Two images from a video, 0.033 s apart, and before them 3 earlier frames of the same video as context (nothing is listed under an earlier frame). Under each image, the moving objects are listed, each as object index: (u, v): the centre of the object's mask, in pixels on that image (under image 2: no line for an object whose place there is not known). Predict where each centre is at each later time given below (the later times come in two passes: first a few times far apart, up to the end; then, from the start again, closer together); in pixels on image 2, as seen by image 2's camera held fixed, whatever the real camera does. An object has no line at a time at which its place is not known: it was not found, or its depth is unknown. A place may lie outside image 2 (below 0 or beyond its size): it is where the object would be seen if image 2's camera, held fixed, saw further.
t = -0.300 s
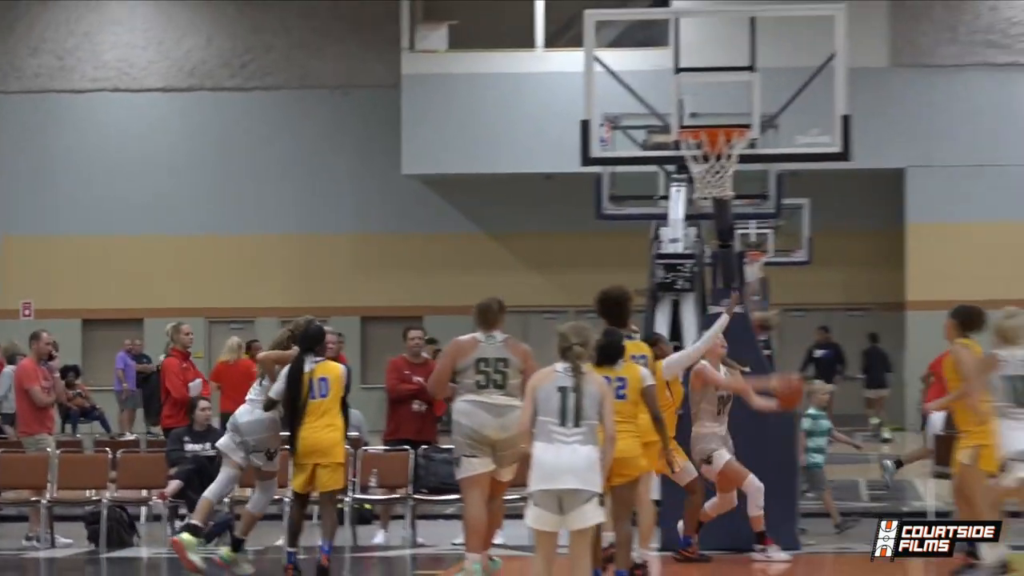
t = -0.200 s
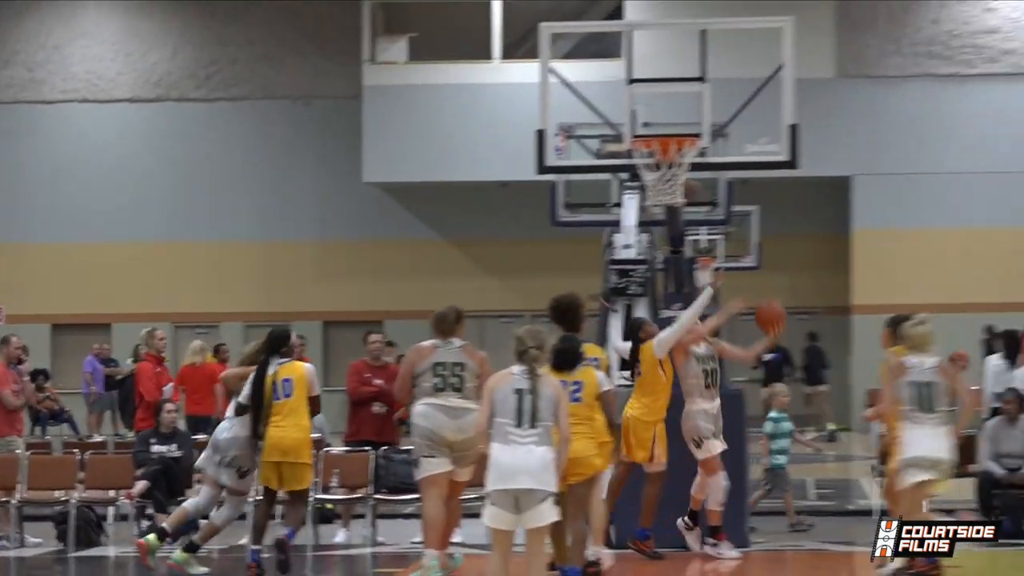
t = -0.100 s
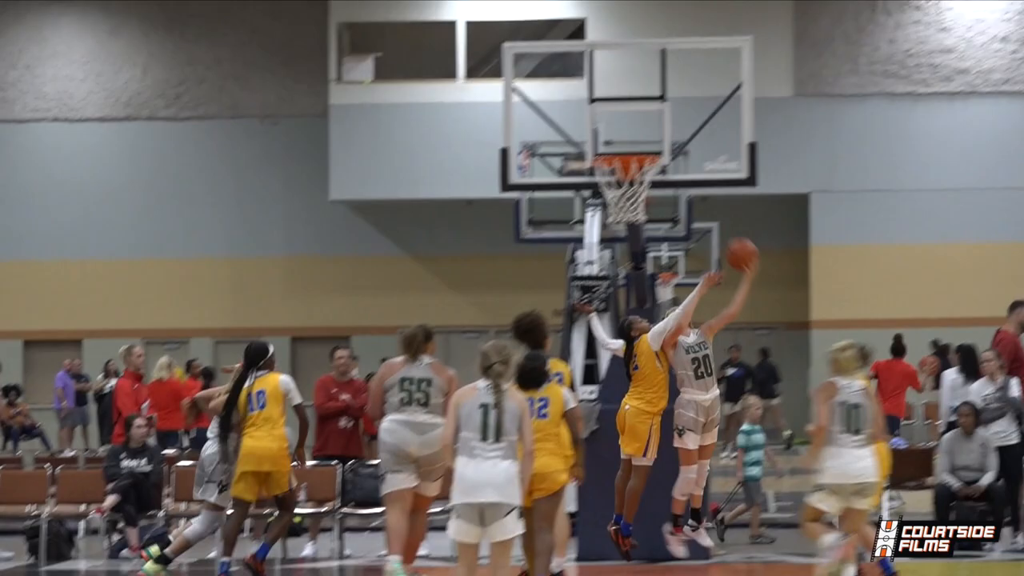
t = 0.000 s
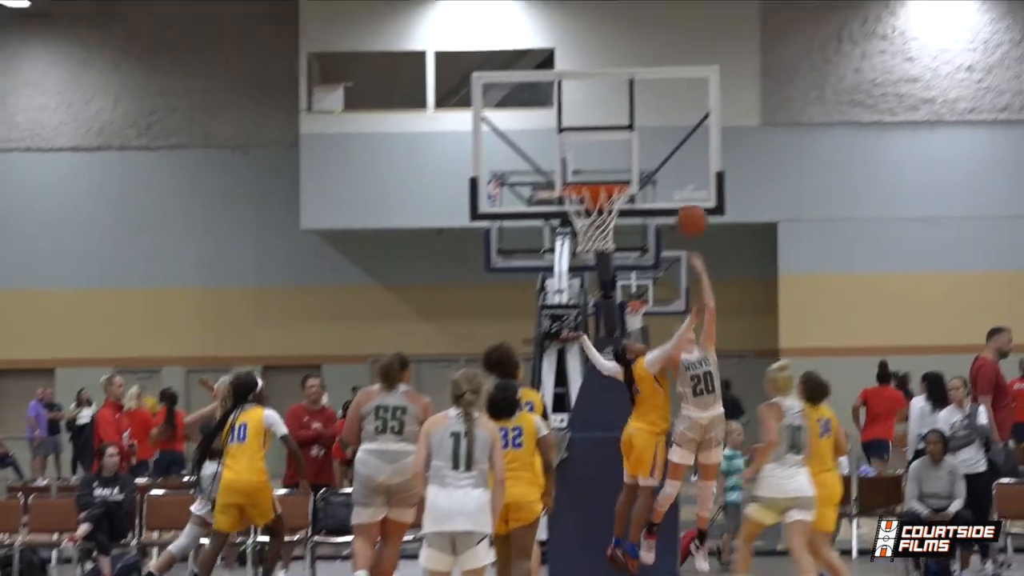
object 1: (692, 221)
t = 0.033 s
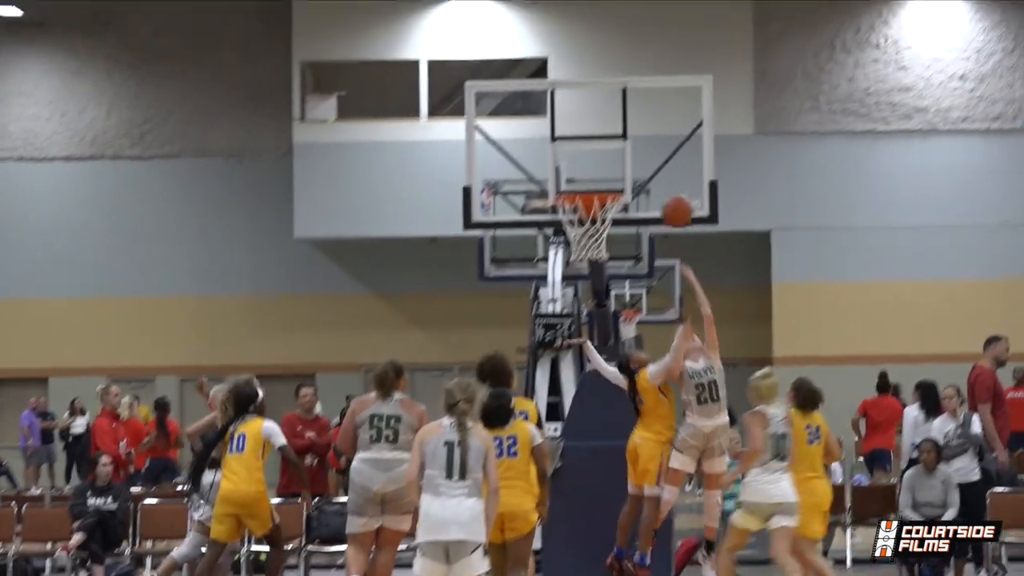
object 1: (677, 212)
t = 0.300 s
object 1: (615, 125)
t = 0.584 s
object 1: (548, 133)
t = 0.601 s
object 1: (544, 138)
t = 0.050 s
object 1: (673, 203)
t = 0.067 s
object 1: (669, 195)
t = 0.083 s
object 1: (664, 188)
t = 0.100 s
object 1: (661, 181)
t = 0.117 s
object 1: (658, 174)
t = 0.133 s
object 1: (654, 168)
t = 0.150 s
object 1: (650, 162)
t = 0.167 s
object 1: (646, 156)
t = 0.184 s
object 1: (643, 150)
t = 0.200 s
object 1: (639, 146)
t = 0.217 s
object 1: (636, 141)
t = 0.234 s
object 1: (633, 138)
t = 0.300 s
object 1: (615, 125)
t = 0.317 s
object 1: (611, 123)
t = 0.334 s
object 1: (607, 120)
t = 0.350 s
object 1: (603, 119)
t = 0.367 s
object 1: (599, 117)
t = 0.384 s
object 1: (595, 116)
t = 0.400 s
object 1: (591, 115)
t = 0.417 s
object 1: (587, 115)
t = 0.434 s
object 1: (583, 115)
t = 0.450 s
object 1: (579, 116)
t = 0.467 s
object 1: (575, 117)
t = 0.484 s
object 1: (572, 118)
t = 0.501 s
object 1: (568, 120)
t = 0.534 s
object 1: (560, 124)
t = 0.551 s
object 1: (556, 127)
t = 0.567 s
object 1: (552, 130)
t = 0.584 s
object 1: (548, 133)
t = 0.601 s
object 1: (544, 138)
